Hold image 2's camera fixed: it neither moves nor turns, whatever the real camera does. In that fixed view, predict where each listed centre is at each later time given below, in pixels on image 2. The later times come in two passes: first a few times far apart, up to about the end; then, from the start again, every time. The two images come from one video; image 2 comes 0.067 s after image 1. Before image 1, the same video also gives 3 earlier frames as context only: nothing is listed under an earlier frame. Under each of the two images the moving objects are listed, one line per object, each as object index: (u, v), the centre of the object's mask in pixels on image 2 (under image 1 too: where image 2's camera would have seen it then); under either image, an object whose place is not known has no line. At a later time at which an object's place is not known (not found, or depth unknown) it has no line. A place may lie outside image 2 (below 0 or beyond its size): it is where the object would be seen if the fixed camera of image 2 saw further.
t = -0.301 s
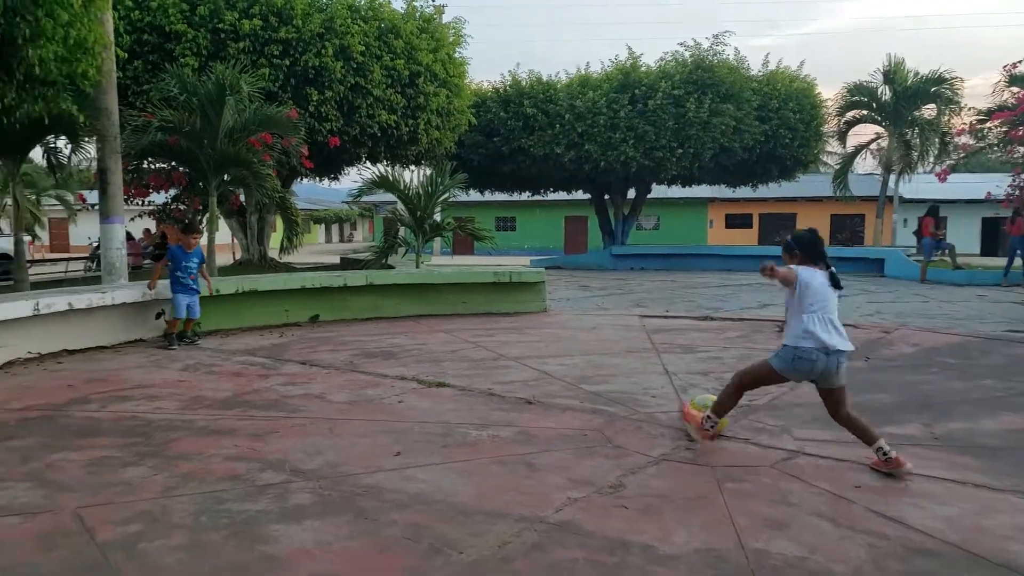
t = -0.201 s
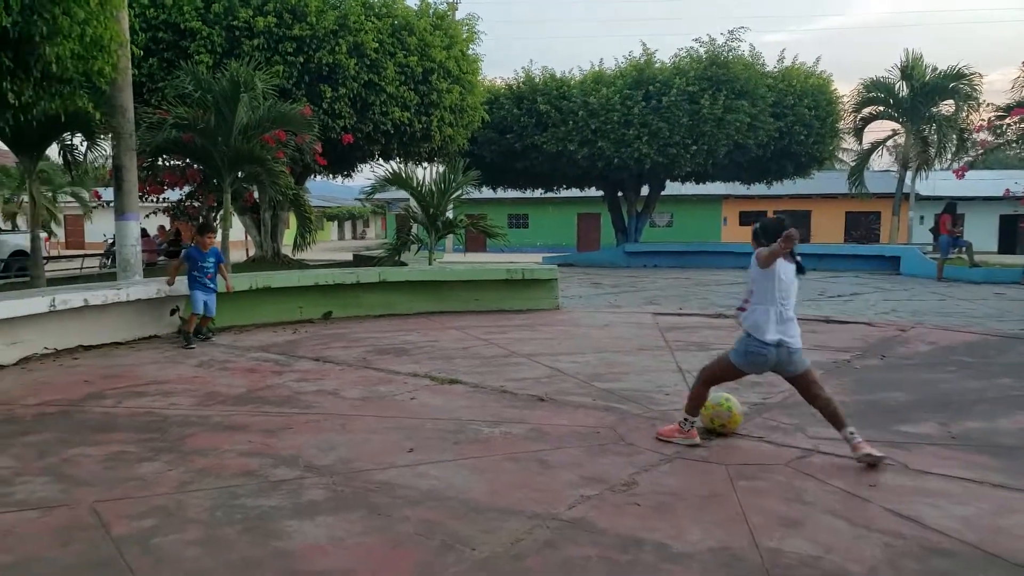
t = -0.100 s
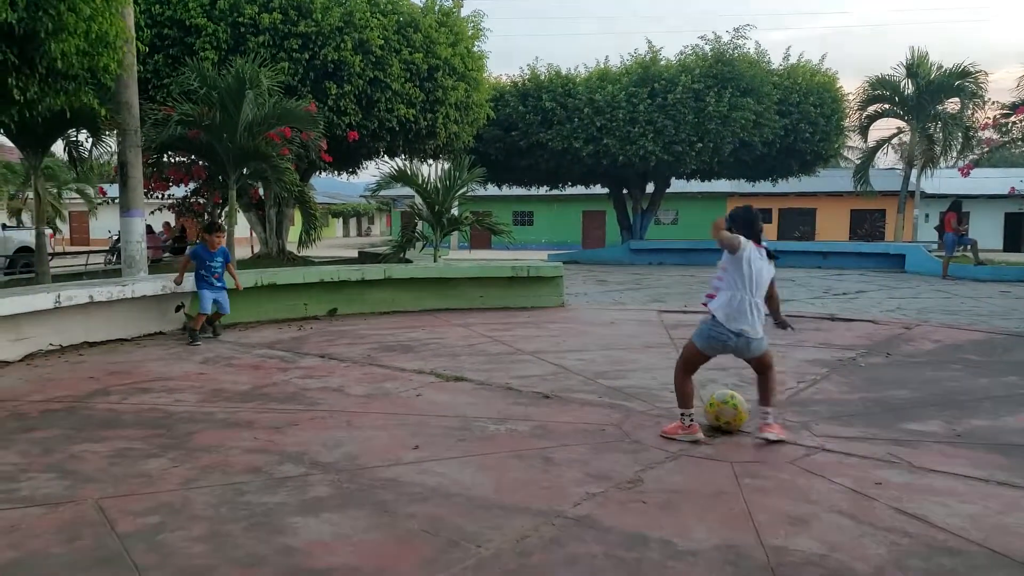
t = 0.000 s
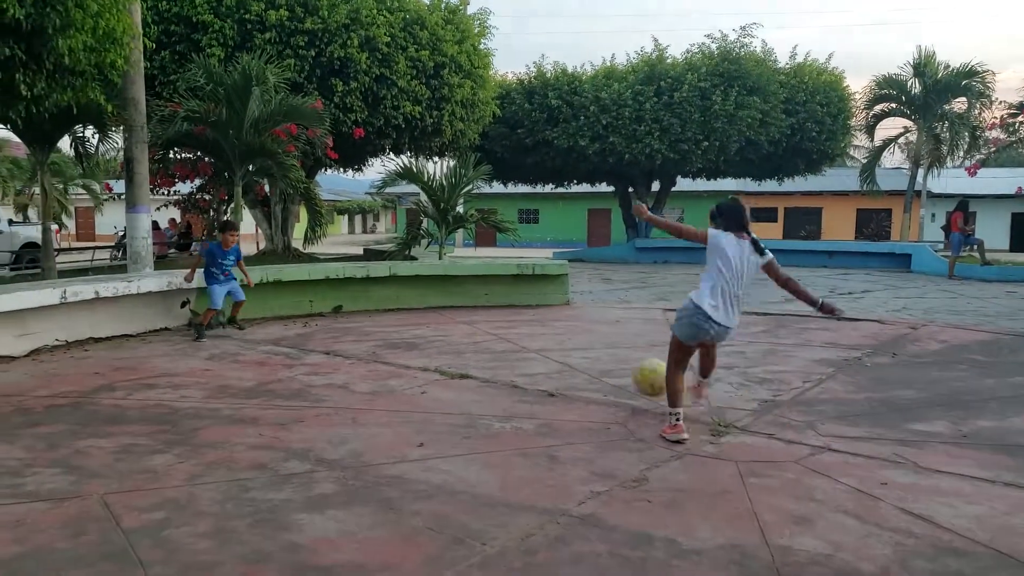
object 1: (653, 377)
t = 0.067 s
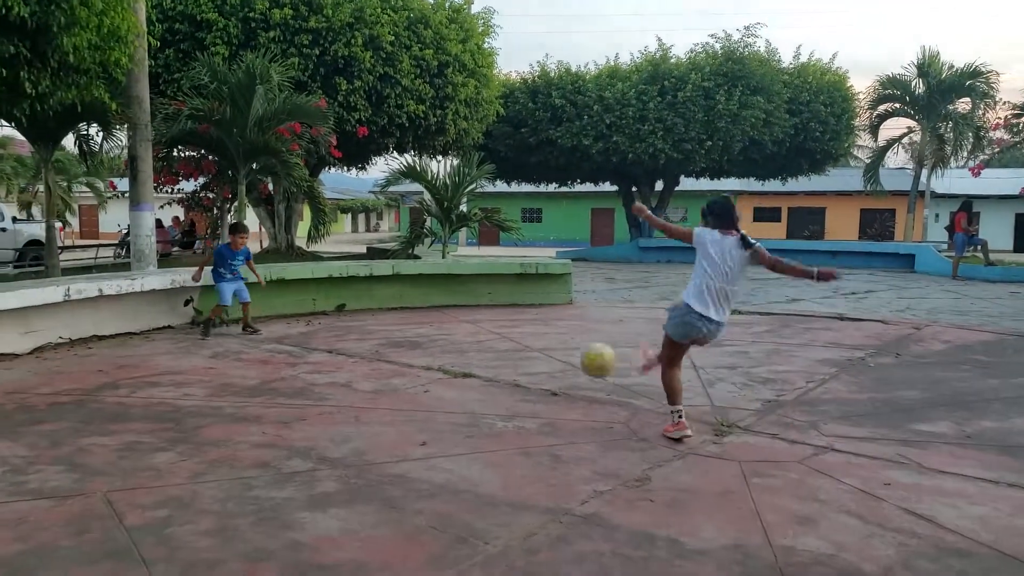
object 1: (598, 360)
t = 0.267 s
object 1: (474, 341)
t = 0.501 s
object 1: (394, 323)
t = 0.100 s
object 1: (571, 356)
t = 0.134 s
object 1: (548, 353)
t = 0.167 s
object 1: (526, 352)
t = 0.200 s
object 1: (505, 354)
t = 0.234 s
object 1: (489, 348)
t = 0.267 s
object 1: (474, 341)
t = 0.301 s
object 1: (462, 336)
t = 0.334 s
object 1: (448, 333)
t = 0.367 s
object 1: (435, 331)
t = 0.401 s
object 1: (423, 330)
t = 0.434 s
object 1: (412, 332)
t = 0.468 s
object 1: (402, 329)
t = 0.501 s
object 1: (394, 323)
